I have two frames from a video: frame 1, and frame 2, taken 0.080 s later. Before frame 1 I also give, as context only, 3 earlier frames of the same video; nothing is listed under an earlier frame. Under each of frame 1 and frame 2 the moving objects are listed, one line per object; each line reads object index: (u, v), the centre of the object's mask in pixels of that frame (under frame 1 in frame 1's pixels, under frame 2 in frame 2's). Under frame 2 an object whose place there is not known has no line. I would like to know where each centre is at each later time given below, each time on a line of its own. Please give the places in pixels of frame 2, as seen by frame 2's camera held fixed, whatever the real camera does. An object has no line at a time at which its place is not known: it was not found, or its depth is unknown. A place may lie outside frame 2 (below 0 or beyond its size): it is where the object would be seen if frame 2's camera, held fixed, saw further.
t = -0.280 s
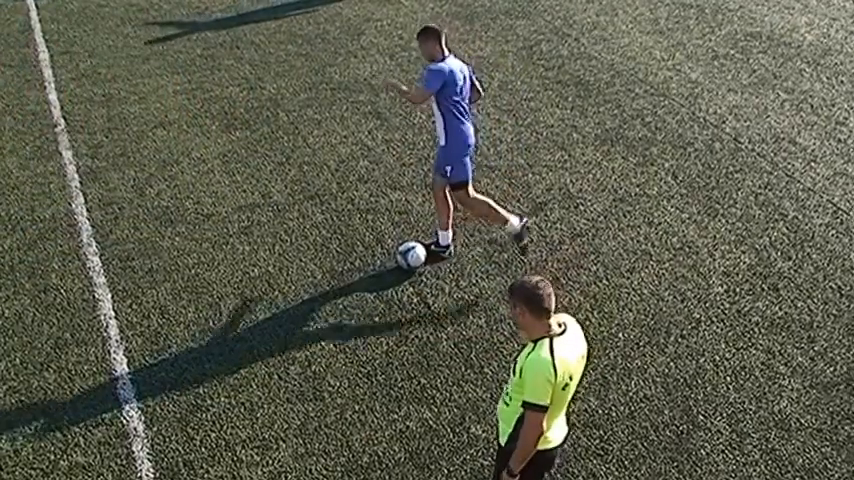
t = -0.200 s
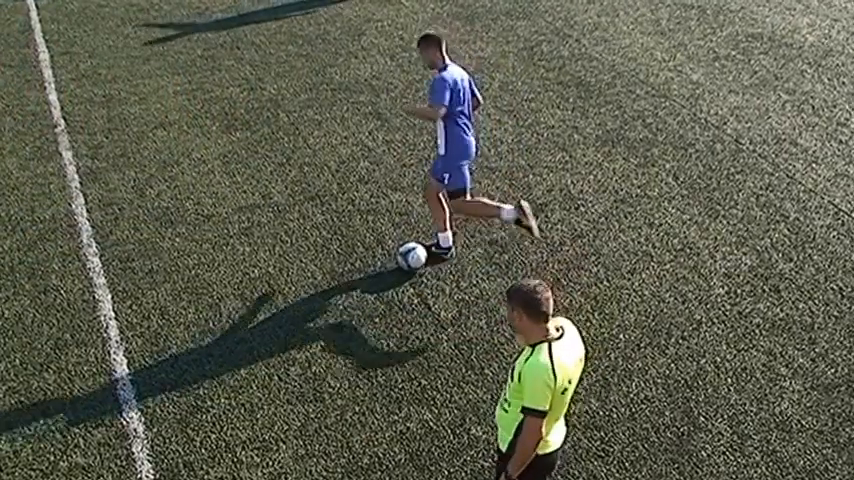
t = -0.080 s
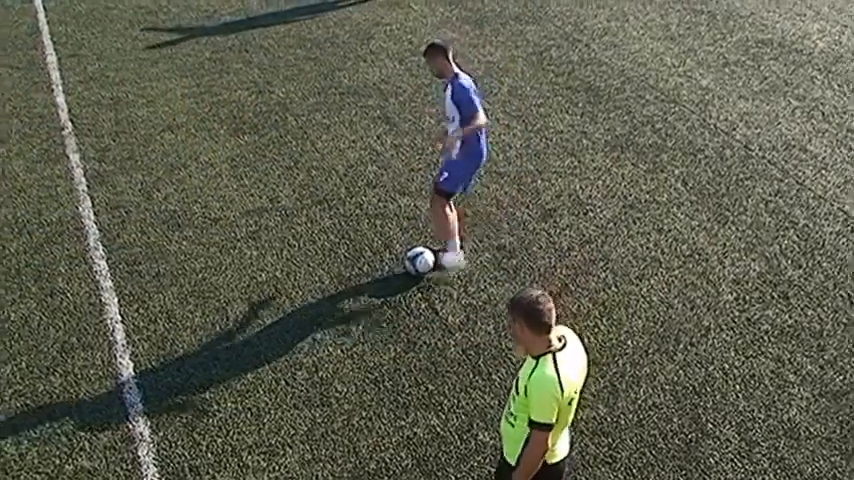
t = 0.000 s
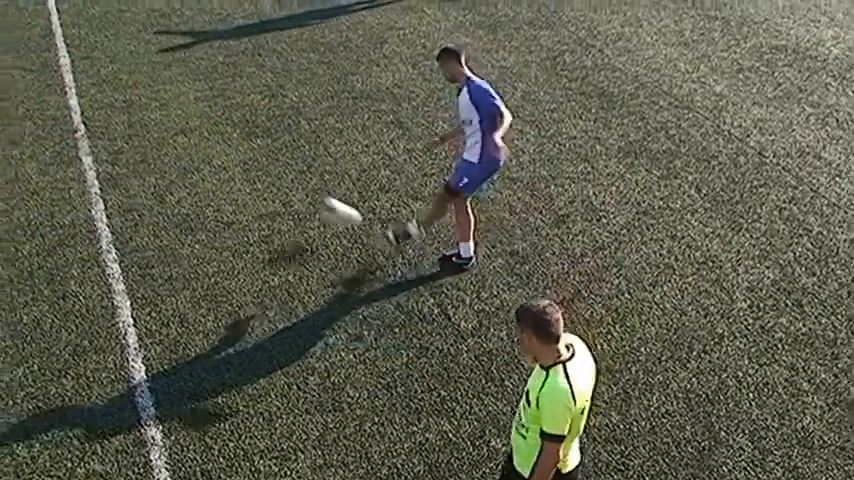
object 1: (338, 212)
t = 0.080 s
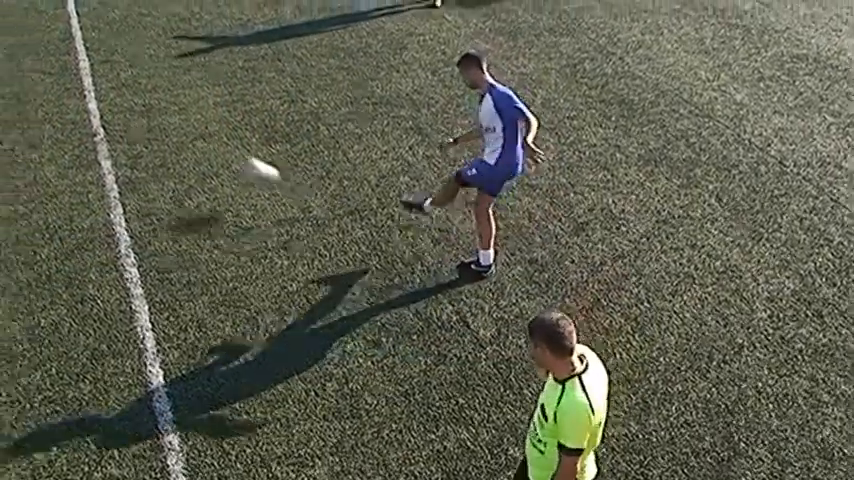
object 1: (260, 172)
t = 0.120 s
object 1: (216, 152)
